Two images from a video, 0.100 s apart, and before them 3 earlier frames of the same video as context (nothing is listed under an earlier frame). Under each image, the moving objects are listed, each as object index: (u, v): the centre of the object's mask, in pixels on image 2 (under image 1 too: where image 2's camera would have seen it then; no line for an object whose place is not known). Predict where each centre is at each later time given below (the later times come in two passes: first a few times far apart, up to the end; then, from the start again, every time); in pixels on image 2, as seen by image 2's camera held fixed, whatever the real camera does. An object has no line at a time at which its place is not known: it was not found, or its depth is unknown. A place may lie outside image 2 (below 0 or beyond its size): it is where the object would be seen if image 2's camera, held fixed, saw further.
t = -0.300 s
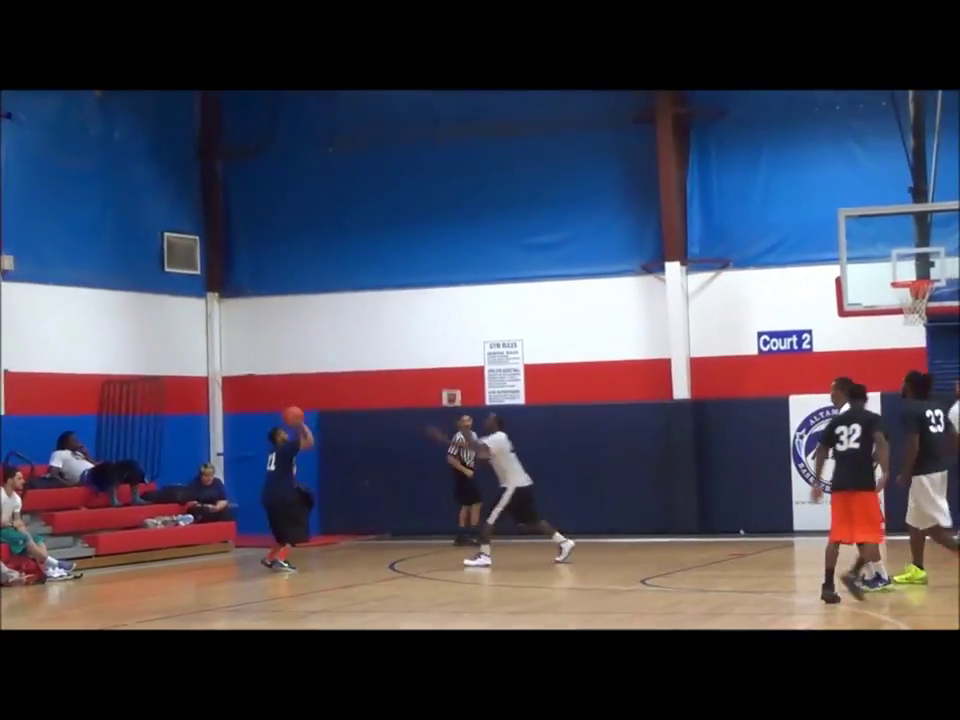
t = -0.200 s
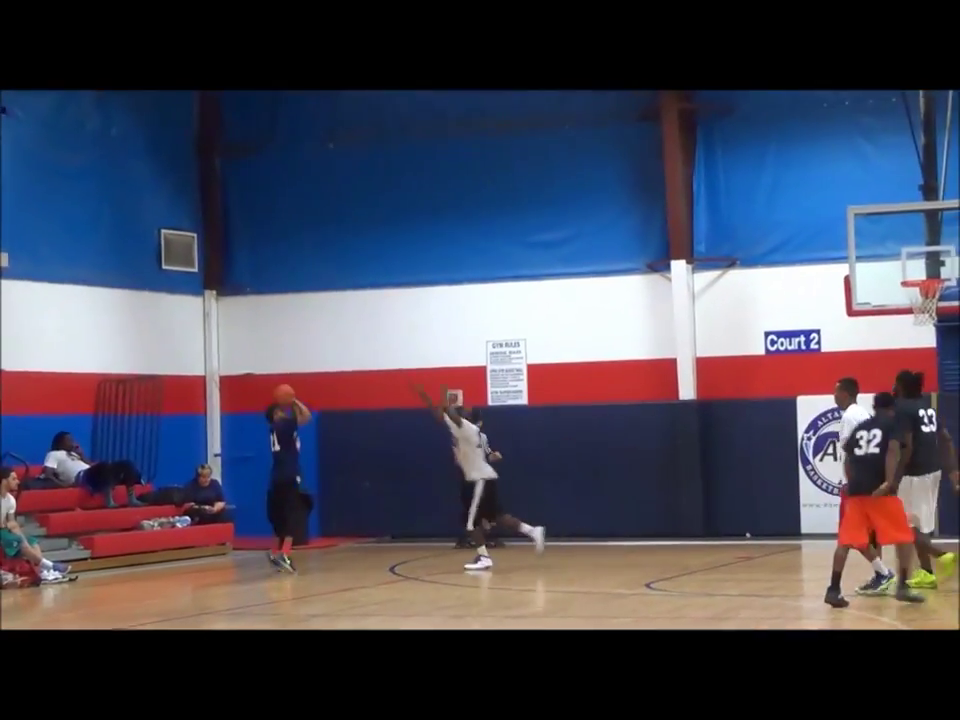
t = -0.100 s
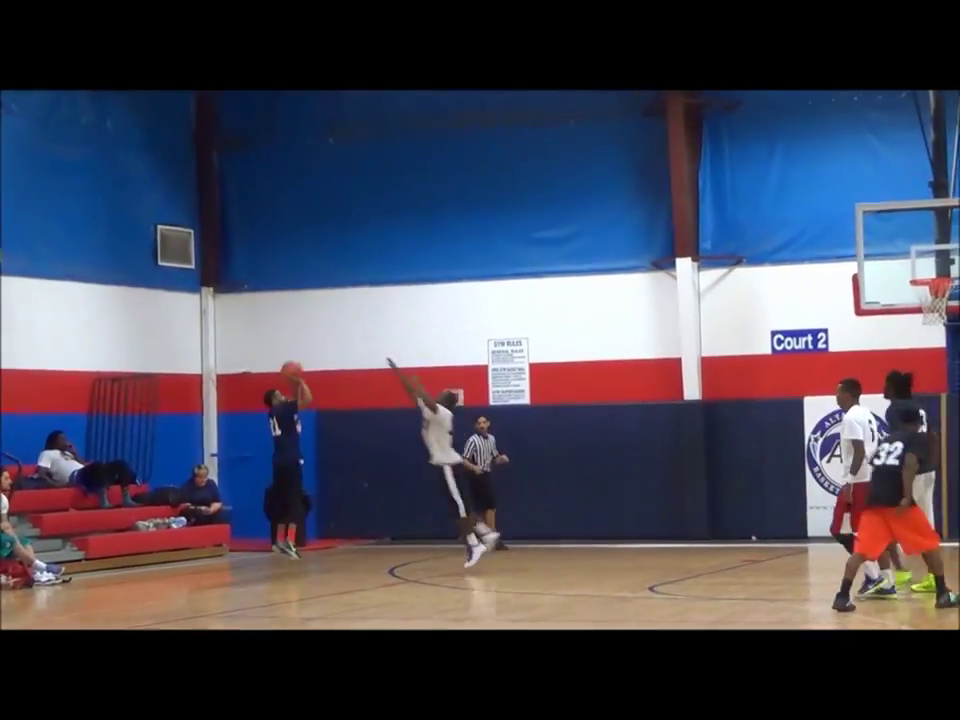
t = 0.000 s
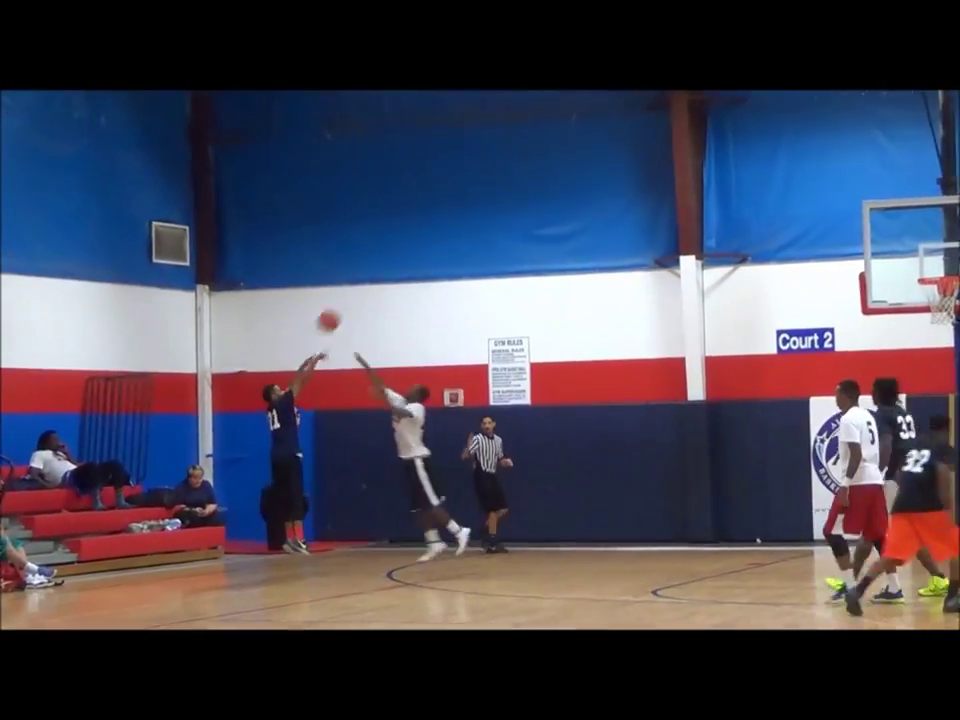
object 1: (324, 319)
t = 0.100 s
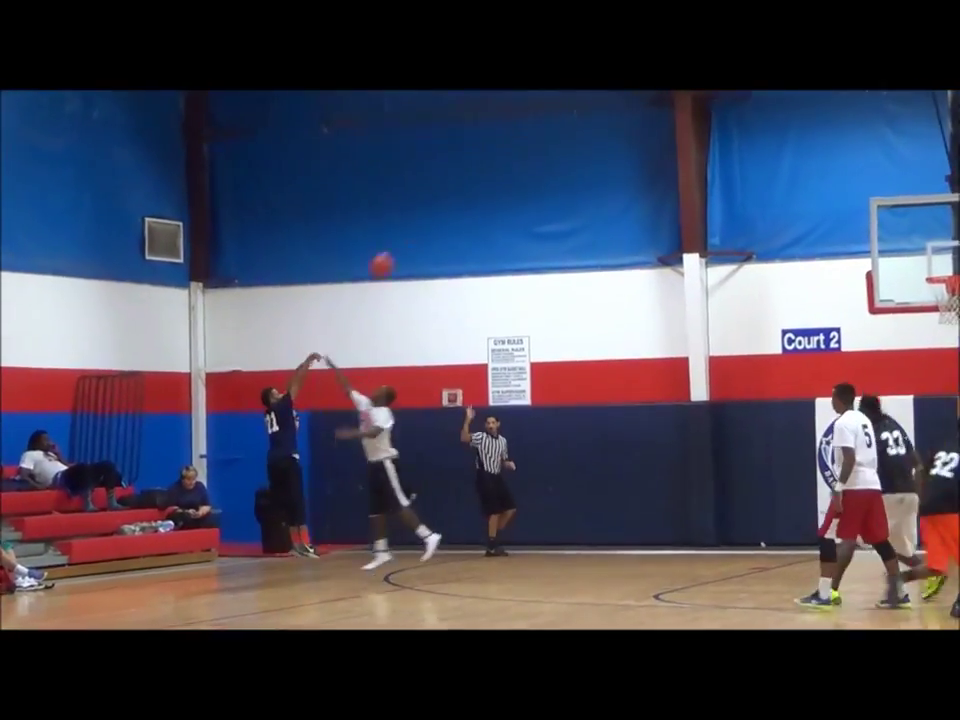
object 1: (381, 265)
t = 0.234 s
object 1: (455, 209)
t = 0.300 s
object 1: (493, 189)
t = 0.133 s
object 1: (400, 249)
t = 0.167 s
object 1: (419, 235)
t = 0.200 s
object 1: (437, 222)
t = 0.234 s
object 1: (455, 209)
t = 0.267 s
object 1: (475, 198)
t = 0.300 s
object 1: (493, 189)
